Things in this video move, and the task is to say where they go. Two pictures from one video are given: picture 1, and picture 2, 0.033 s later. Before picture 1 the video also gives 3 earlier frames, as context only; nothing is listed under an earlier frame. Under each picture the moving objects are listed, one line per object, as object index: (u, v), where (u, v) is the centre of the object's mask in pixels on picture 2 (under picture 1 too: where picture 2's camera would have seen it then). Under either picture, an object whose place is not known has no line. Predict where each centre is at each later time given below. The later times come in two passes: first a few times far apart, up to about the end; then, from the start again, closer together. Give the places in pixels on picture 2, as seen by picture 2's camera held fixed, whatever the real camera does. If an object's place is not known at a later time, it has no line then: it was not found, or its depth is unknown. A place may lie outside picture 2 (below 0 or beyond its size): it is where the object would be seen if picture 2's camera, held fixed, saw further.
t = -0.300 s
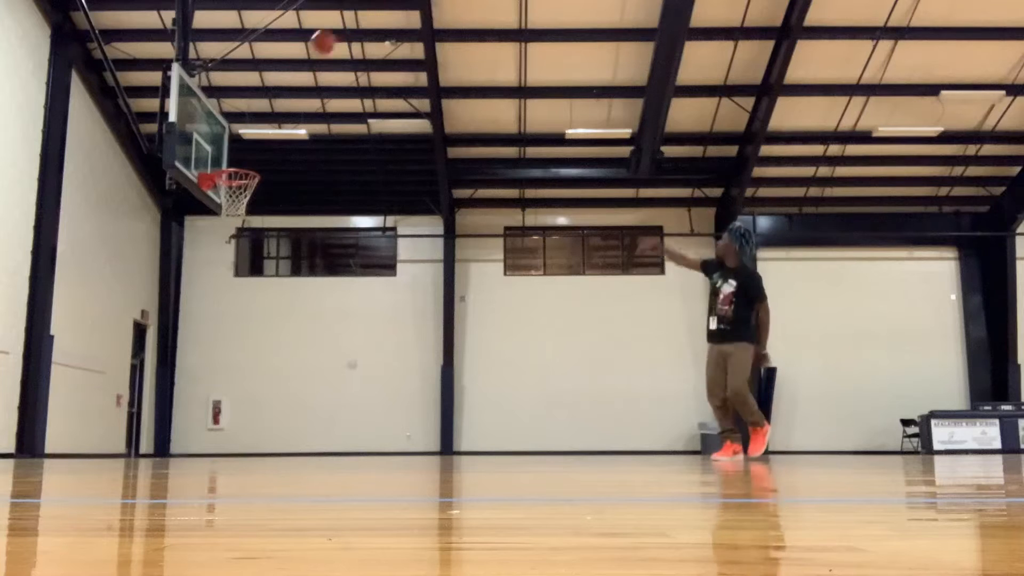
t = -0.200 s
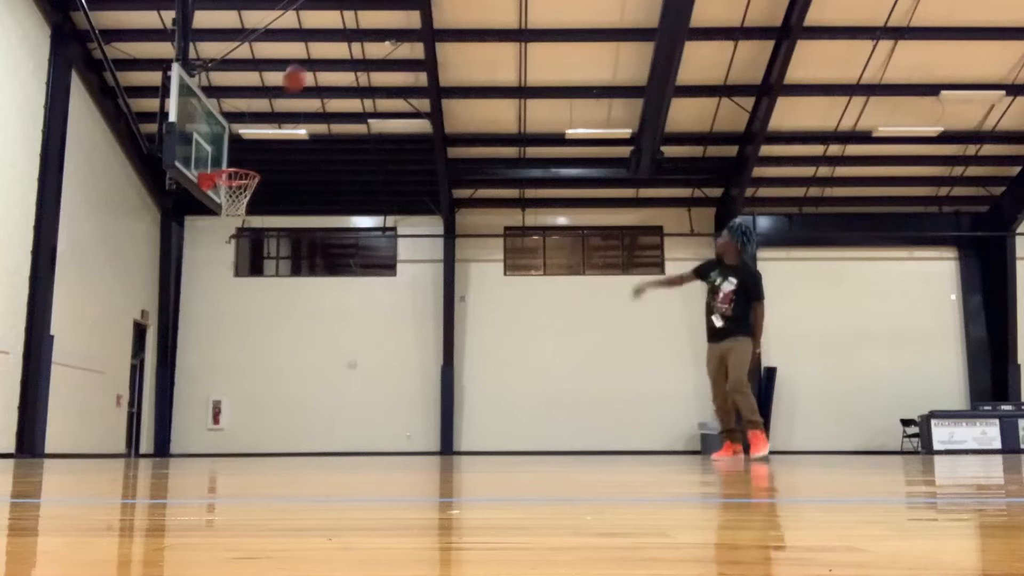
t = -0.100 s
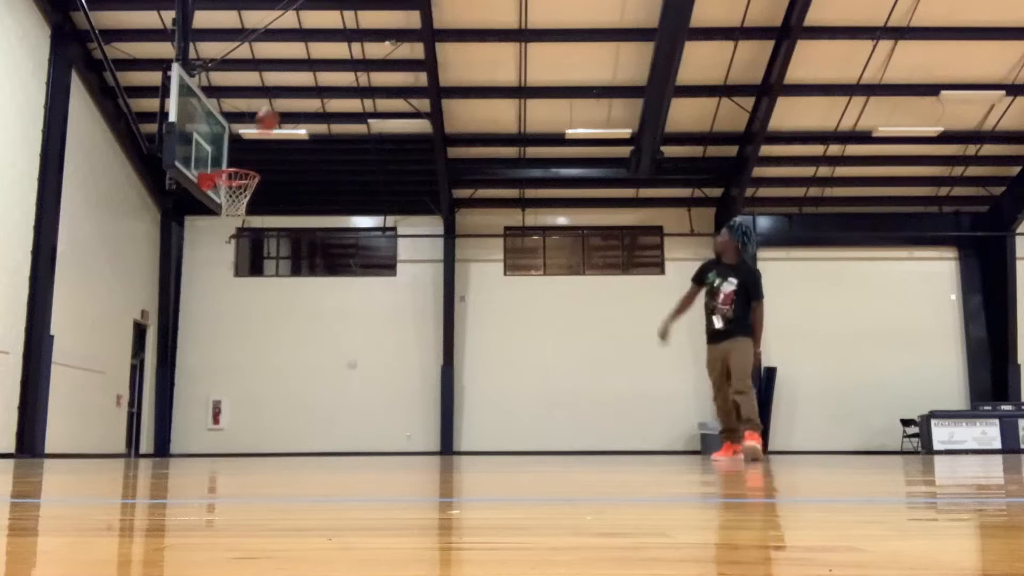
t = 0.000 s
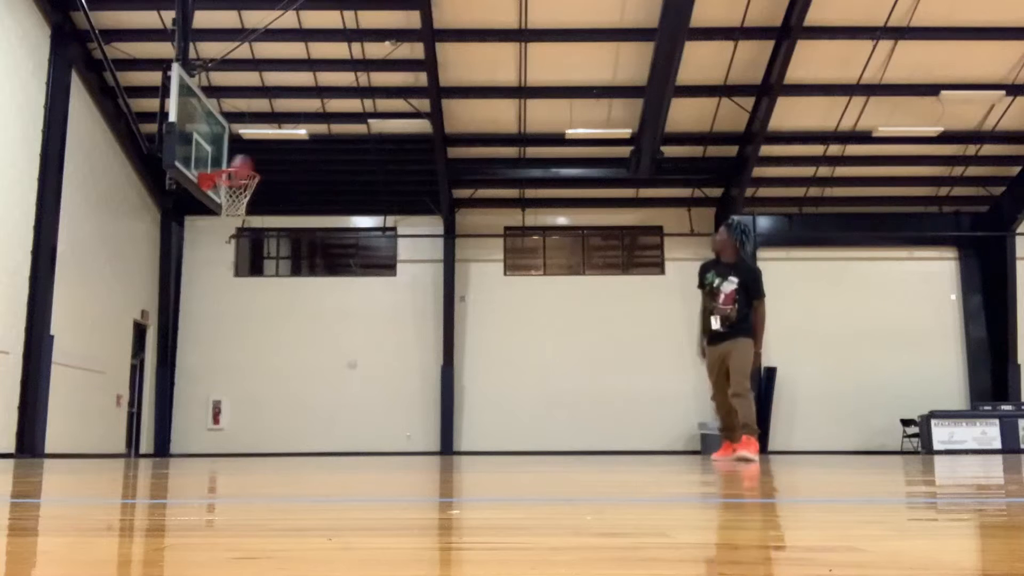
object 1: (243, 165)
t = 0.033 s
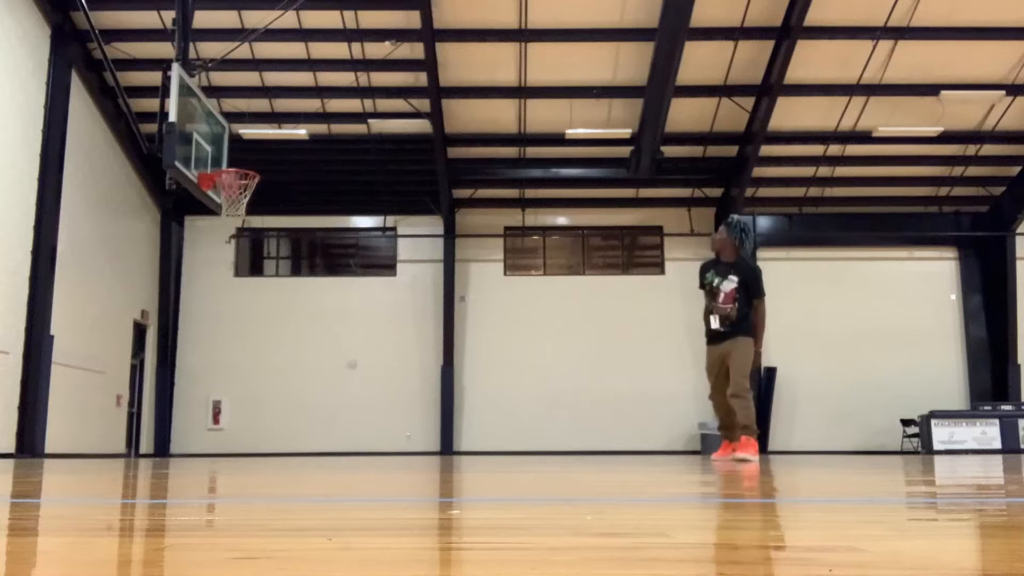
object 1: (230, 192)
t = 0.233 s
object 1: (213, 218)
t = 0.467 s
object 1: (201, 280)
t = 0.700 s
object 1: (184, 387)
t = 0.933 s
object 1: (186, 395)
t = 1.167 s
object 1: (202, 331)
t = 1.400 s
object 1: (216, 316)
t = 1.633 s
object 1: (228, 349)
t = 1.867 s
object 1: (237, 432)
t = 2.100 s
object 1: (250, 391)
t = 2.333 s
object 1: (263, 370)
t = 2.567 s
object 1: (273, 399)
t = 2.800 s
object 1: (282, 427)
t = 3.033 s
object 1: (292, 398)
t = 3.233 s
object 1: (300, 414)
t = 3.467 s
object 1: (309, 428)
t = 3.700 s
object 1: (319, 418)
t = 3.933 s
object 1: (328, 439)
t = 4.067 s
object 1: (333, 426)
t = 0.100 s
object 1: (221, 205)
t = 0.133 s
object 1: (219, 207)
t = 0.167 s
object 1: (217, 209)
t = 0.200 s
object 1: (215, 213)
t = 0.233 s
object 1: (213, 218)
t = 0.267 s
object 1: (212, 224)
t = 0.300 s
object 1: (210, 230)
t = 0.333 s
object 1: (209, 238)
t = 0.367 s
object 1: (207, 248)
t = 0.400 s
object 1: (205, 258)
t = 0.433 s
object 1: (203, 268)
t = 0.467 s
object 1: (201, 280)
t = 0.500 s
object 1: (198, 292)
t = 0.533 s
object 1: (196, 306)
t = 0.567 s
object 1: (194, 320)
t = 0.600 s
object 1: (192, 335)
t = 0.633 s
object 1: (189, 351)
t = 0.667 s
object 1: (187, 368)
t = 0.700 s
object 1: (184, 387)
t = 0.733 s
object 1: (182, 405)
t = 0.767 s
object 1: (179, 426)
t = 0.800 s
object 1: (176, 446)
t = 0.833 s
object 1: (178, 437)
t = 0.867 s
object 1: (180, 422)
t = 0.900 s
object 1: (183, 409)
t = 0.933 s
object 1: (186, 395)
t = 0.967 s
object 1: (188, 383)
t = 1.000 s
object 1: (191, 372)
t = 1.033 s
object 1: (193, 361)
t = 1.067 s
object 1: (195, 352)
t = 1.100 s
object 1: (198, 344)
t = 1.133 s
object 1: (200, 337)
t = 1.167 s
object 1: (202, 331)
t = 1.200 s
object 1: (204, 326)
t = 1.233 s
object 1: (207, 322)
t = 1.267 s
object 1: (208, 319)
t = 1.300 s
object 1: (210, 317)
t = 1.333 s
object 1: (213, 315)
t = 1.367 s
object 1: (214, 315)
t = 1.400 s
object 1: (216, 316)
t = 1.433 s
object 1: (218, 317)
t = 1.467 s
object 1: (220, 320)
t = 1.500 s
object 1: (221, 324)
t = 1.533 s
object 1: (223, 329)
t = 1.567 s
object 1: (225, 334)
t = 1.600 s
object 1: (226, 341)
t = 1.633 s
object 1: (228, 349)
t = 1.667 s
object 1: (229, 357)
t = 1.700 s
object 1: (231, 367)
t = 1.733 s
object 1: (232, 378)
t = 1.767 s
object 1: (233, 390)
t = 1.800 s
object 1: (234, 403)
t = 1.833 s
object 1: (236, 417)
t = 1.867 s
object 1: (237, 432)
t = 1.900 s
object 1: (238, 447)
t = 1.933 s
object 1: (240, 438)
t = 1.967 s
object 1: (242, 426)
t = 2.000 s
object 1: (244, 415)
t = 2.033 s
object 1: (246, 406)
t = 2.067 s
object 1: (248, 398)
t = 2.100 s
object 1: (250, 391)
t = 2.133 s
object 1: (252, 385)
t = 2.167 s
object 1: (254, 380)
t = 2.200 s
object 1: (256, 375)
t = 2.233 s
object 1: (258, 373)
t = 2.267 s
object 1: (259, 371)
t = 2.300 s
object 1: (261, 370)
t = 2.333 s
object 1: (263, 370)
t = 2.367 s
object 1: (264, 371)
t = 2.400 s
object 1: (266, 373)
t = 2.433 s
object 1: (267, 376)
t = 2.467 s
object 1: (268, 380)
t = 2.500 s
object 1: (270, 386)
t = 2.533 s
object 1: (271, 392)
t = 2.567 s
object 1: (273, 399)
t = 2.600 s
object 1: (274, 407)
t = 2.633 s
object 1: (275, 417)
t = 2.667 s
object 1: (276, 427)
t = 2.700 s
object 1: (277, 439)
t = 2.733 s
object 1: (278, 445)
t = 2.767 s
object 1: (280, 436)
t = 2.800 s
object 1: (282, 427)
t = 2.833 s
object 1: (283, 420)
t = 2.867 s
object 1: (285, 414)
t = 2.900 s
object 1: (287, 409)
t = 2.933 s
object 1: (288, 405)
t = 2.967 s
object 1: (290, 402)
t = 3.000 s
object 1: (291, 400)
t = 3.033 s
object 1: (292, 398)
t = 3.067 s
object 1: (294, 398)
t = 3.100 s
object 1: (295, 399)
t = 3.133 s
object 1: (297, 401)
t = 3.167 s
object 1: (298, 405)
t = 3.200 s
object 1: (299, 409)
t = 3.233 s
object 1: (300, 414)
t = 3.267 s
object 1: (301, 420)
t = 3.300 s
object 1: (302, 428)
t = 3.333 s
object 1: (303, 436)
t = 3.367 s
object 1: (304, 446)
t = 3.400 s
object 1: (306, 441)
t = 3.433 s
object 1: (307, 434)
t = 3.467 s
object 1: (309, 428)
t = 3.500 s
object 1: (311, 423)
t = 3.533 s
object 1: (312, 420)
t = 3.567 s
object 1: (314, 417)
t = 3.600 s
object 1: (315, 416)
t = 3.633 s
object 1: (317, 415)
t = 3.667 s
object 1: (318, 416)
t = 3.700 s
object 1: (319, 418)
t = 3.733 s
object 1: (321, 420)
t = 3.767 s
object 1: (322, 424)
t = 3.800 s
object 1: (323, 429)
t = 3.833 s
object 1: (324, 435)
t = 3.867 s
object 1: (325, 442)
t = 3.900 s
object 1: (326, 444)
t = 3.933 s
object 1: (328, 439)
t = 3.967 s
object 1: (329, 434)
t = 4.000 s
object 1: (331, 430)
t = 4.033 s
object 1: (332, 427)
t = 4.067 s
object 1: (333, 426)
